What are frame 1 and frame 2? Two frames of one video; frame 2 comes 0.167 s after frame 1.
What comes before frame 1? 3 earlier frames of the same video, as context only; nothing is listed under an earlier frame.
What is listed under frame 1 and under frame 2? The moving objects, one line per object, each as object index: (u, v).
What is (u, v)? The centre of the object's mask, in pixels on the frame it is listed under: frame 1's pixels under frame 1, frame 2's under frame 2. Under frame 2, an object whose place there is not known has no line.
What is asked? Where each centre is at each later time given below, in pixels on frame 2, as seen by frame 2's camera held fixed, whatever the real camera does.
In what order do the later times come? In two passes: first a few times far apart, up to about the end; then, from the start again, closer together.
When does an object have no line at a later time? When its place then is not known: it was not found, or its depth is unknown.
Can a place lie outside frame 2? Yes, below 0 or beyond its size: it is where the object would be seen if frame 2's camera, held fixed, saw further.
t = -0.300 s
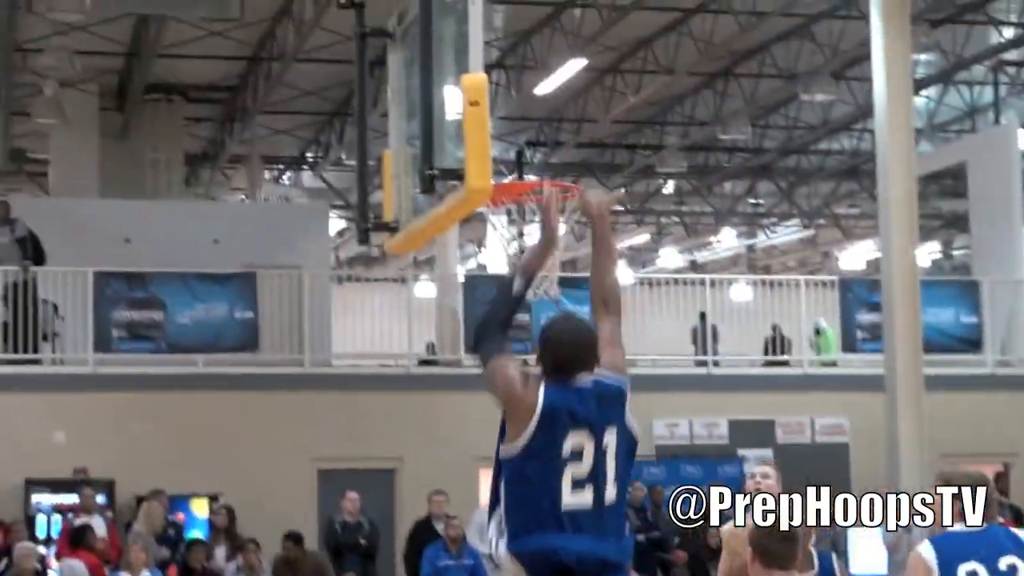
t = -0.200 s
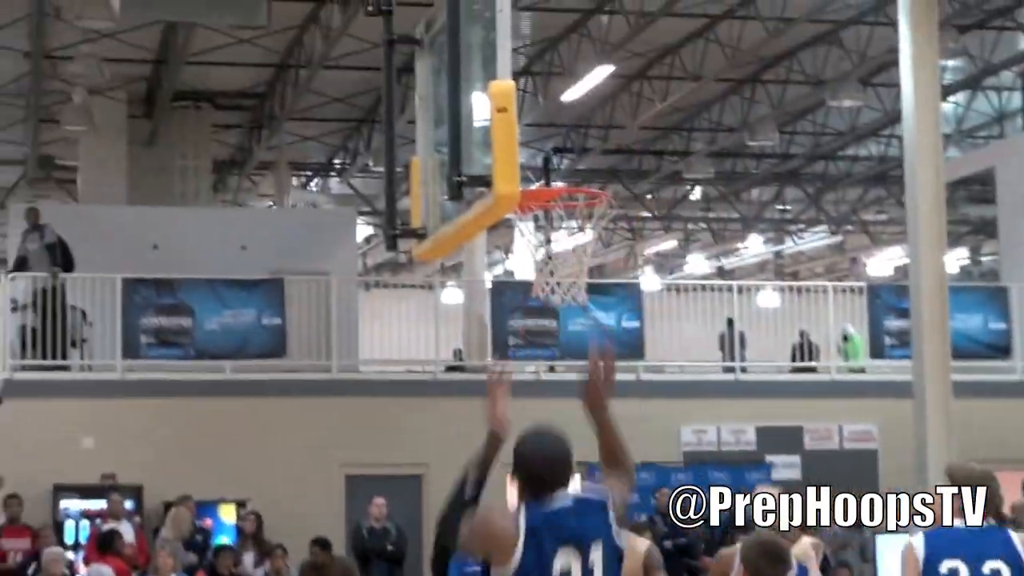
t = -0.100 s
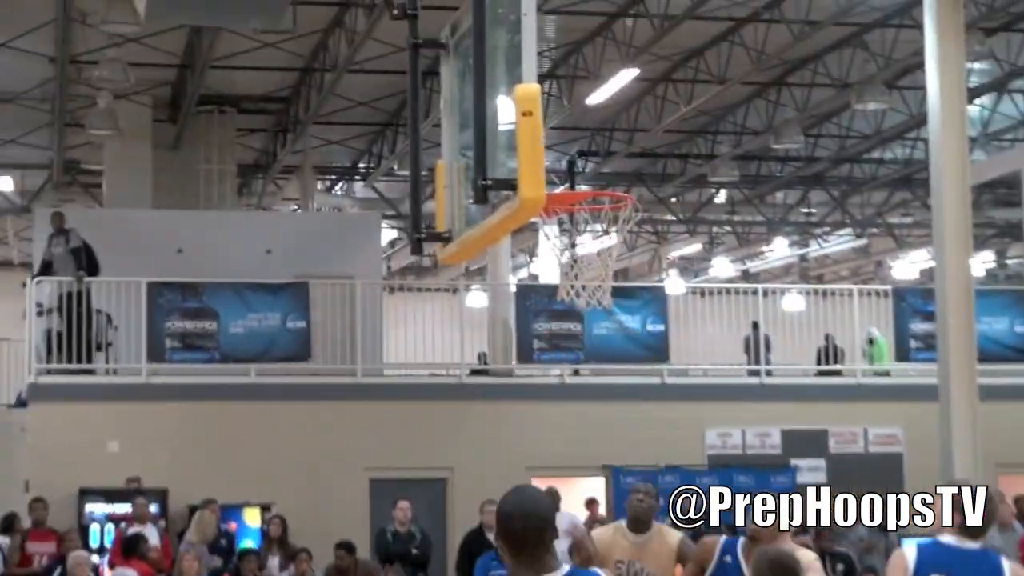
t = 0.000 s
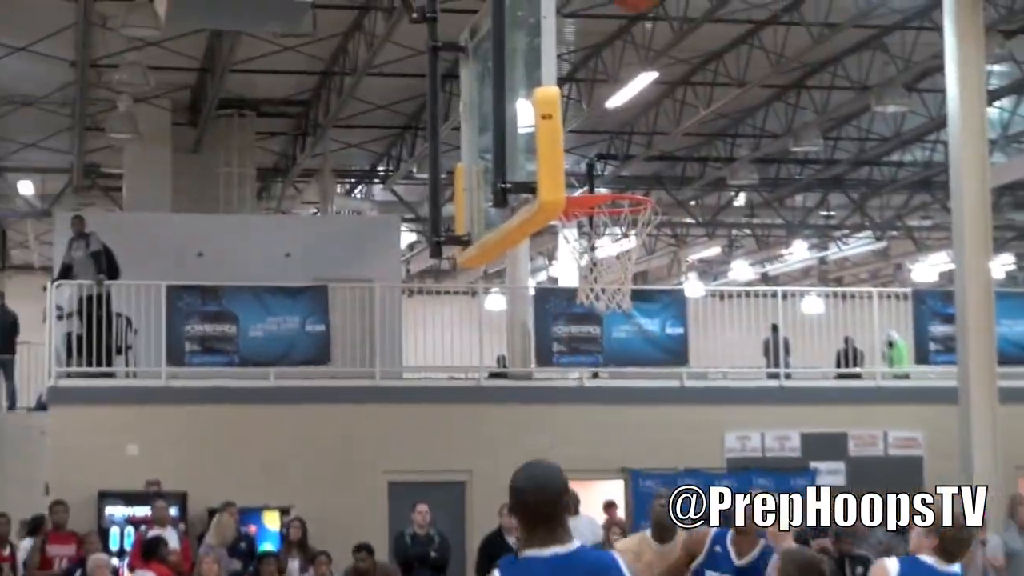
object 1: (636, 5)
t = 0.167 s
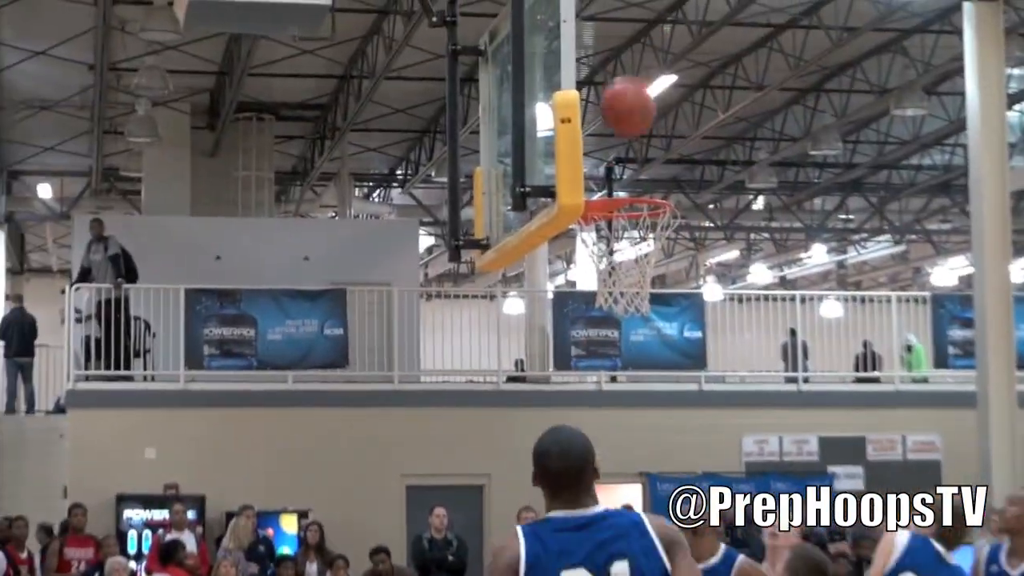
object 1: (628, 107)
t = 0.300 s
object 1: (613, 217)
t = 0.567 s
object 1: (627, 265)
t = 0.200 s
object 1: (624, 137)
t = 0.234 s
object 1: (619, 169)
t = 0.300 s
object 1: (613, 217)
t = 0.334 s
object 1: (608, 234)
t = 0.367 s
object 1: (608, 246)
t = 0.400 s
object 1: (610, 251)
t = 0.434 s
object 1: (613, 252)
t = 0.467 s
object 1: (616, 254)
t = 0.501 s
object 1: (620, 258)
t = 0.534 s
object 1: (624, 260)
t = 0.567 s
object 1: (627, 265)
